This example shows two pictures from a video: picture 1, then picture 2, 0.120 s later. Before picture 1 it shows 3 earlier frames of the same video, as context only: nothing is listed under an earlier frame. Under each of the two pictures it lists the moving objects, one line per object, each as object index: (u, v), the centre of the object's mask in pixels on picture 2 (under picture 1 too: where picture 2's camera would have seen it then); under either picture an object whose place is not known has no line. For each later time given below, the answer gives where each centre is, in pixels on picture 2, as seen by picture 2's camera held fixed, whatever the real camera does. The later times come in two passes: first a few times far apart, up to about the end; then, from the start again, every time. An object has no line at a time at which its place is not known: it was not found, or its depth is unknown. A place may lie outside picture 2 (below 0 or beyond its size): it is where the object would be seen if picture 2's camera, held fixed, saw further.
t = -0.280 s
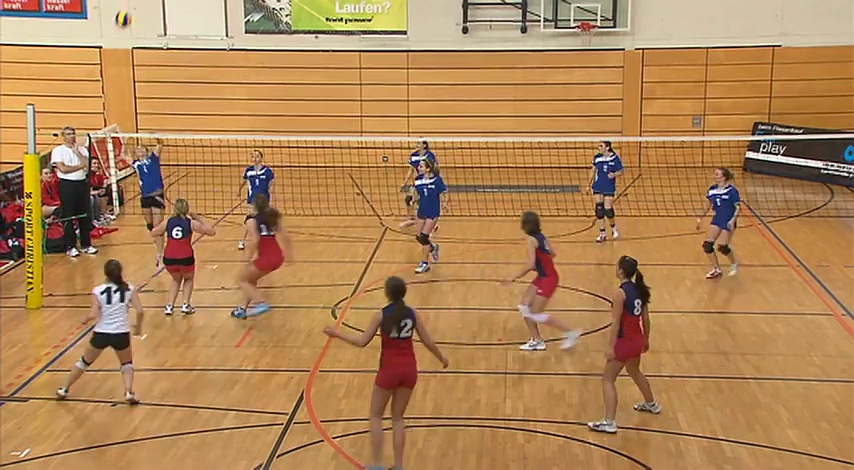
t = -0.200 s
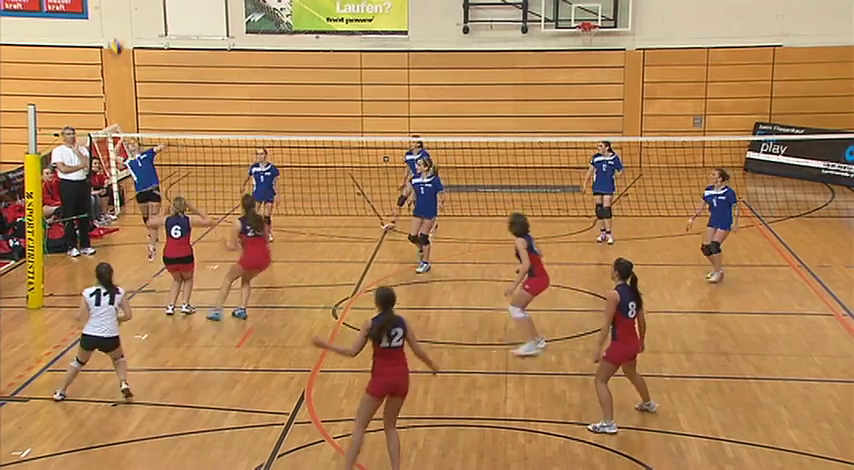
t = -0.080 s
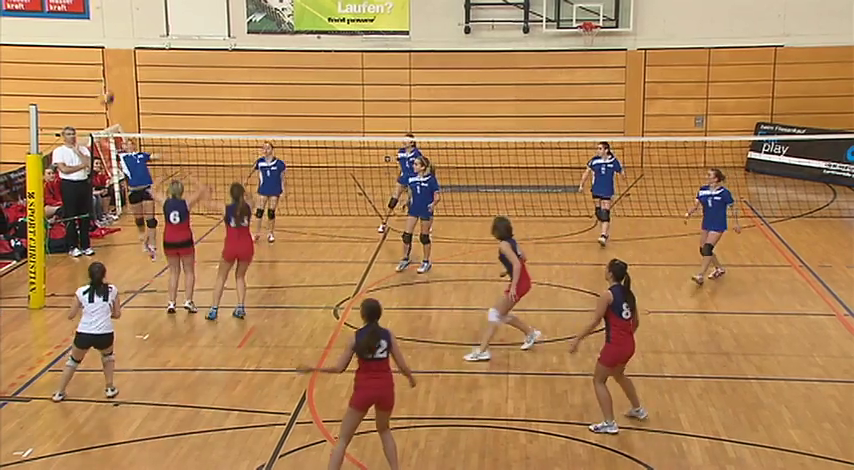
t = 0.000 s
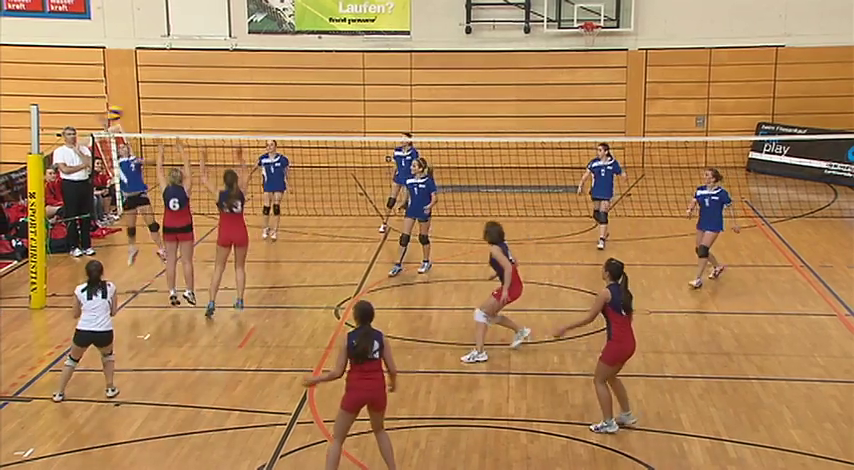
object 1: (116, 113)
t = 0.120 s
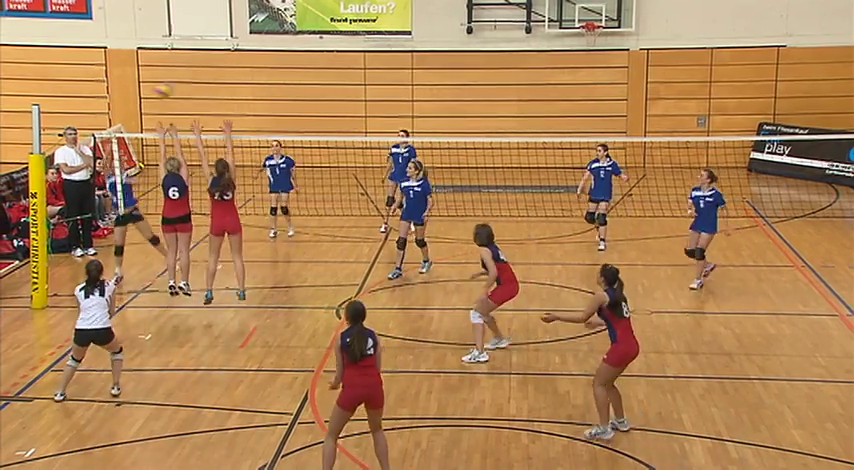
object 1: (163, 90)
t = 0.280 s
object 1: (233, 79)
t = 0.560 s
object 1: (373, 113)
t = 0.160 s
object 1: (180, 86)
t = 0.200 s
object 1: (196, 81)
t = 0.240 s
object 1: (214, 80)
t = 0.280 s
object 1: (233, 79)
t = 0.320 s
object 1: (250, 79)
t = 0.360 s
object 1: (271, 81)
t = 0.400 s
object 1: (292, 84)
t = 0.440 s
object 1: (311, 90)
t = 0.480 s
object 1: (332, 97)
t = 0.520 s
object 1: (353, 104)
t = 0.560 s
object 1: (373, 113)
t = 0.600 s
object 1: (397, 125)
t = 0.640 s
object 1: (419, 139)
